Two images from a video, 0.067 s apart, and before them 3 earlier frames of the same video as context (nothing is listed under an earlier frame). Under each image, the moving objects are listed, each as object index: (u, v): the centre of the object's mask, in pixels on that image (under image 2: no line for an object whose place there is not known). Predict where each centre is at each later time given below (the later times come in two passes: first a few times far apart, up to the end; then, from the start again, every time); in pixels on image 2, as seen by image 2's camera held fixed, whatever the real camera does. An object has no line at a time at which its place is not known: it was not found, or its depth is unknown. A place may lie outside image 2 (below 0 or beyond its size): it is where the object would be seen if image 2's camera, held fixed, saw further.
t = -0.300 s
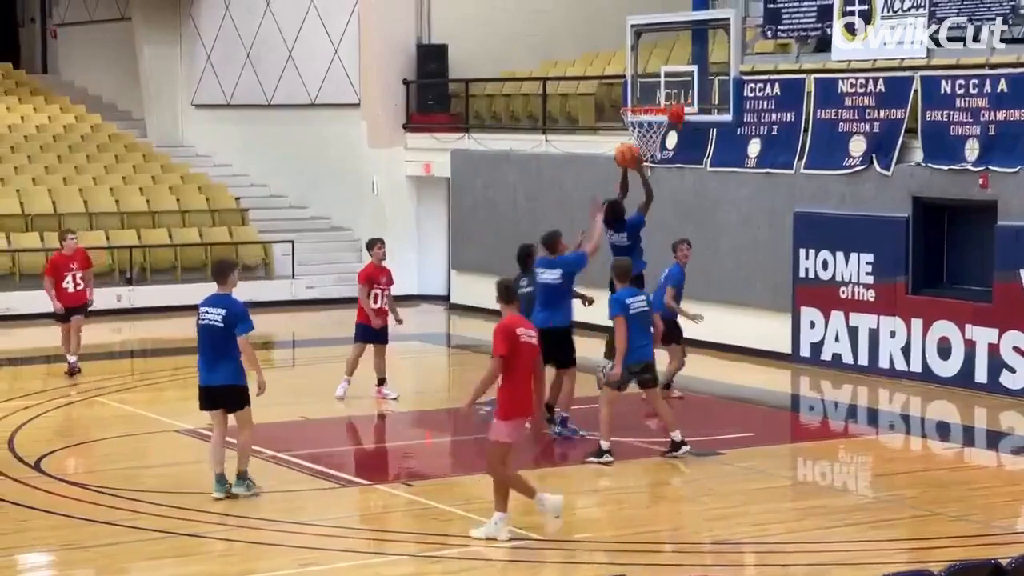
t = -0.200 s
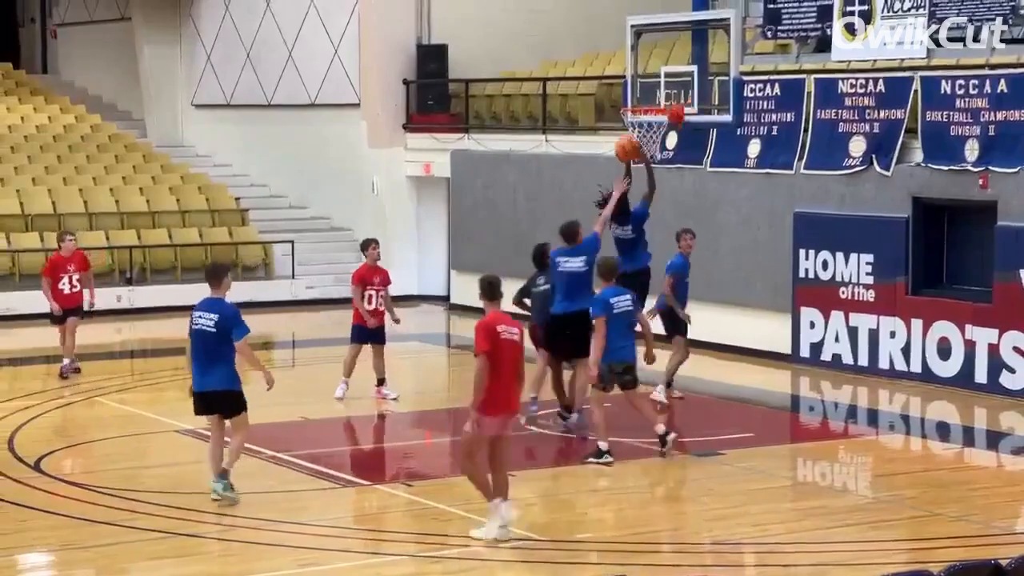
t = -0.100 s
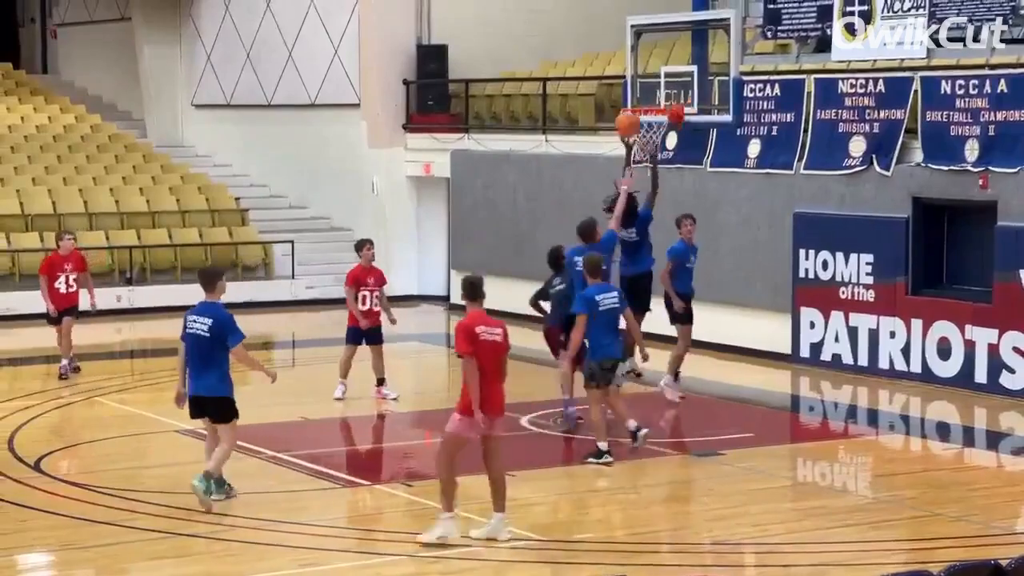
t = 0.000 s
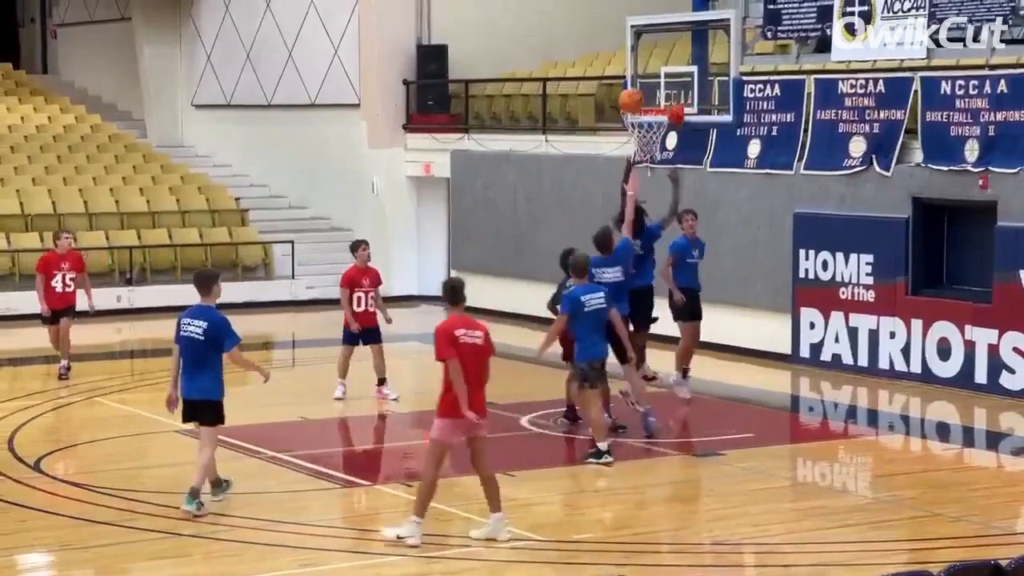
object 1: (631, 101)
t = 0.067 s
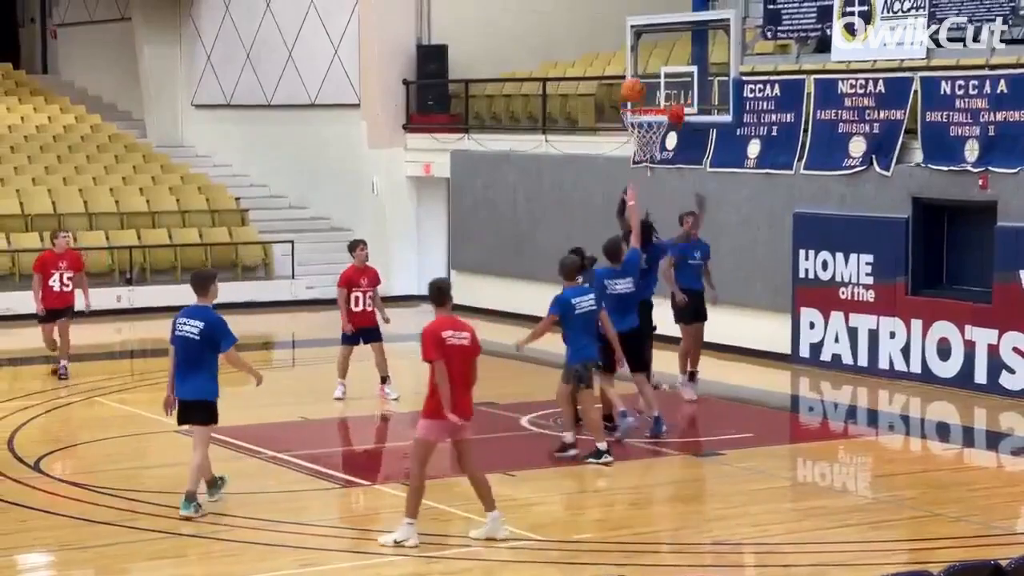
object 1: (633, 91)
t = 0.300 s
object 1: (640, 89)
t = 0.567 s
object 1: (649, 102)
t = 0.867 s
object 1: (637, 135)
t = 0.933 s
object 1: (638, 146)
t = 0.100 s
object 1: (633, 87)
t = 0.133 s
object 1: (634, 85)
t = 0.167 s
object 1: (635, 84)
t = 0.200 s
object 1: (637, 83)
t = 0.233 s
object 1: (637, 84)
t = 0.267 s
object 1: (639, 85)
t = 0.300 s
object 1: (640, 89)
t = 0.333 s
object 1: (640, 94)
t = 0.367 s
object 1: (642, 98)
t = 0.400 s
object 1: (643, 100)
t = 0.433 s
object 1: (645, 100)
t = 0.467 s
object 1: (646, 100)
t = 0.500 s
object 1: (649, 101)
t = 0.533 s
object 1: (650, 102)
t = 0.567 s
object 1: (649, 102)
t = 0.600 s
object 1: (646, 102)
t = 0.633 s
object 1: (644, 104)
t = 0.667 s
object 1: (643, 106)
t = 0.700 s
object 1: (639, 105)
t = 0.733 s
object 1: (635, 113)
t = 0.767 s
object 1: (636, 119)
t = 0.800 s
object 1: (634, 121)
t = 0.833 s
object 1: (635, 129)
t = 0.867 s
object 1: (637, 135)
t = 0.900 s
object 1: (638, 141)
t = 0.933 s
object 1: (638, 146)
